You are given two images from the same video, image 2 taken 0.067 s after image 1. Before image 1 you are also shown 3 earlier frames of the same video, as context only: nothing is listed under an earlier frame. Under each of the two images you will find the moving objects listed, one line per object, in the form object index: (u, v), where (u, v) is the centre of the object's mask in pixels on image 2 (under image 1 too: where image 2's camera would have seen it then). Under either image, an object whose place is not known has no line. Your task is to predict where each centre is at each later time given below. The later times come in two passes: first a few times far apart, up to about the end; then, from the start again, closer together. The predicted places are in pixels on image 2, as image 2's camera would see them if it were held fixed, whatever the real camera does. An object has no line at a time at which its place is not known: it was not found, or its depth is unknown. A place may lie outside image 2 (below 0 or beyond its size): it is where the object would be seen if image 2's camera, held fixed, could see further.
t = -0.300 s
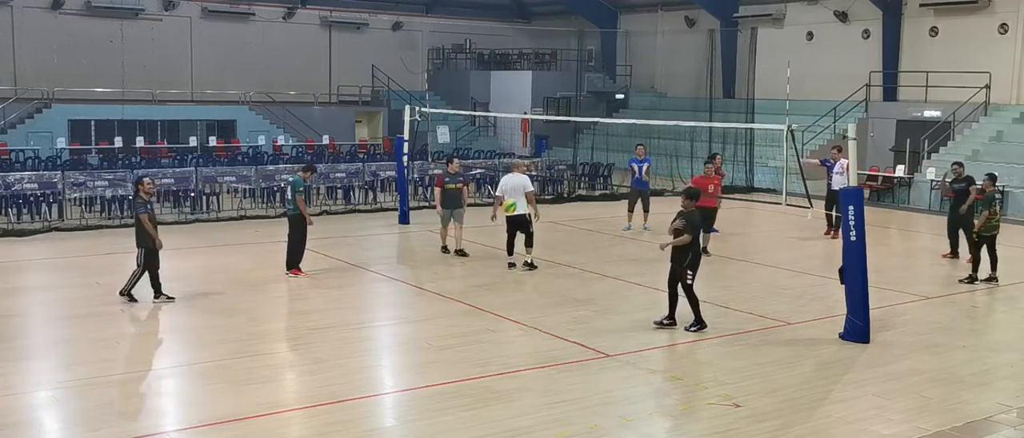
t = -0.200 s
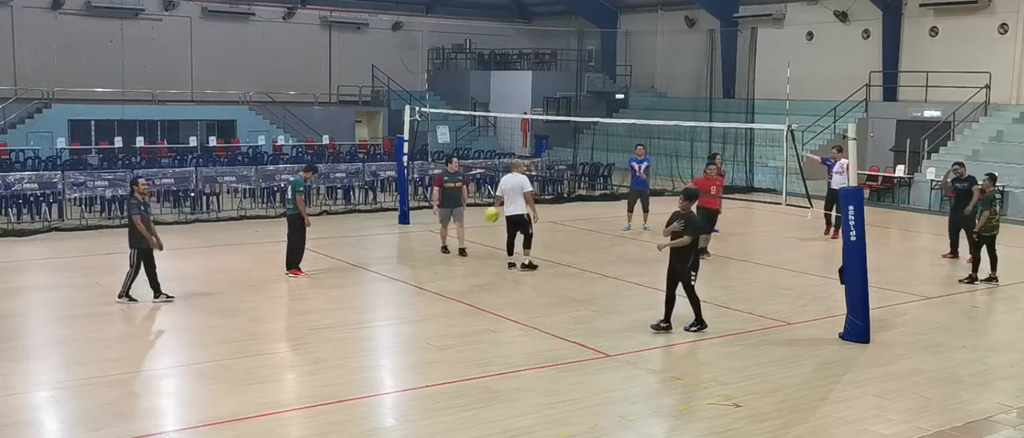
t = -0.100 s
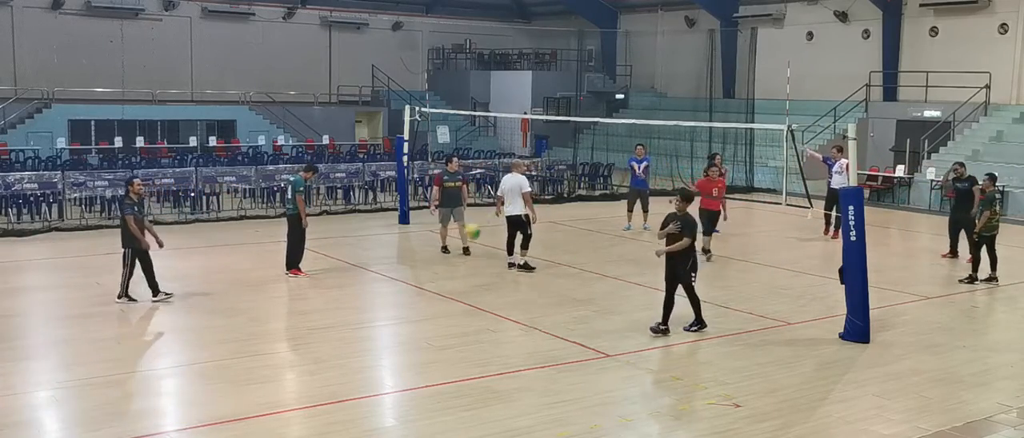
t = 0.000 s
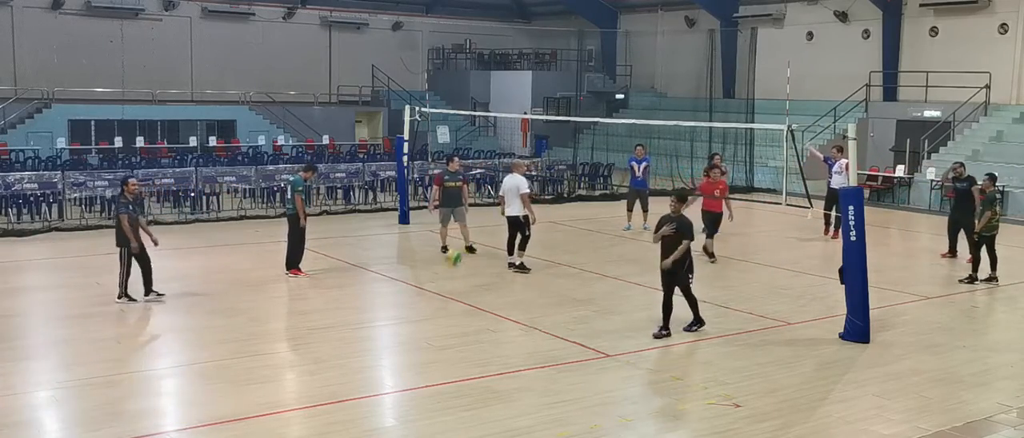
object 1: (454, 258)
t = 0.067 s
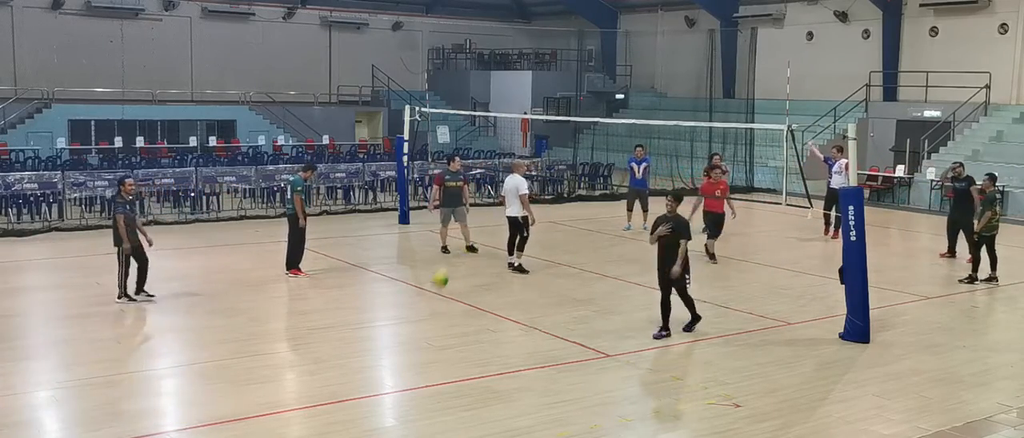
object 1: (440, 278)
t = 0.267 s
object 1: (399, 292)
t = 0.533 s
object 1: (336, 268)
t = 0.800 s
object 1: (264, 310)
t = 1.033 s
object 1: (194, 353)
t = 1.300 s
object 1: (102, 340)
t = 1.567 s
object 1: (6, 414)
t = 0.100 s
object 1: (434, 292)
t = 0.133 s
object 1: (427, 306)
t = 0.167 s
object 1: (420, 315)
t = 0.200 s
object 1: (413, 306)
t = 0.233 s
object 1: (406, 299)
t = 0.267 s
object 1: (399, 292)
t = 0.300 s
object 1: (391, 286)
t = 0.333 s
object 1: (384, 281)
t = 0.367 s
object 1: (376, 276)
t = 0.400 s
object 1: (368, 273)
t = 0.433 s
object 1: (360, 270)
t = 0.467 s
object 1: (351, 268)
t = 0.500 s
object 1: (344, 268)
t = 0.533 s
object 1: (336, 268)
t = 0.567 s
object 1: (326, 269)
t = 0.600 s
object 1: (318, 271)
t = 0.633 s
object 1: (310, 276)
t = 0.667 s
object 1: (300, 280)
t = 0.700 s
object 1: (292, 285)
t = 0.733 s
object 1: (283, 292)
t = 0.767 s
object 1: (274, 301)
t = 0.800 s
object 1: (264, 310)
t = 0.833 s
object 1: (255, 321)
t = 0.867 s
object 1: (245, 334)
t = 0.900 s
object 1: (235, 347)
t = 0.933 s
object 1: (225, 362)
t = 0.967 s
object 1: (215, 369)
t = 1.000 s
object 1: (205, 360)
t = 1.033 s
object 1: (194, 353)
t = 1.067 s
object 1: (183, 347)
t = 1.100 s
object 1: (172, 343)
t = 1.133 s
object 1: (161, 340)
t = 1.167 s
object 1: (150, 337)
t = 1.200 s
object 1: (138, 336)
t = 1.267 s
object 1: (114, 338)
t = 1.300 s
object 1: (102, 340)
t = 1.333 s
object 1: (90, 344)
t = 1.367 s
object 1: (76, 350)
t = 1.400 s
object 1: (64, 356)
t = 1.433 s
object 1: (51, 365)
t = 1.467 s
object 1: (37, 375)
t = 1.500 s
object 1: (24, 386)
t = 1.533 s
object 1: (12, 400)
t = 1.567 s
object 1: (6, 414)
